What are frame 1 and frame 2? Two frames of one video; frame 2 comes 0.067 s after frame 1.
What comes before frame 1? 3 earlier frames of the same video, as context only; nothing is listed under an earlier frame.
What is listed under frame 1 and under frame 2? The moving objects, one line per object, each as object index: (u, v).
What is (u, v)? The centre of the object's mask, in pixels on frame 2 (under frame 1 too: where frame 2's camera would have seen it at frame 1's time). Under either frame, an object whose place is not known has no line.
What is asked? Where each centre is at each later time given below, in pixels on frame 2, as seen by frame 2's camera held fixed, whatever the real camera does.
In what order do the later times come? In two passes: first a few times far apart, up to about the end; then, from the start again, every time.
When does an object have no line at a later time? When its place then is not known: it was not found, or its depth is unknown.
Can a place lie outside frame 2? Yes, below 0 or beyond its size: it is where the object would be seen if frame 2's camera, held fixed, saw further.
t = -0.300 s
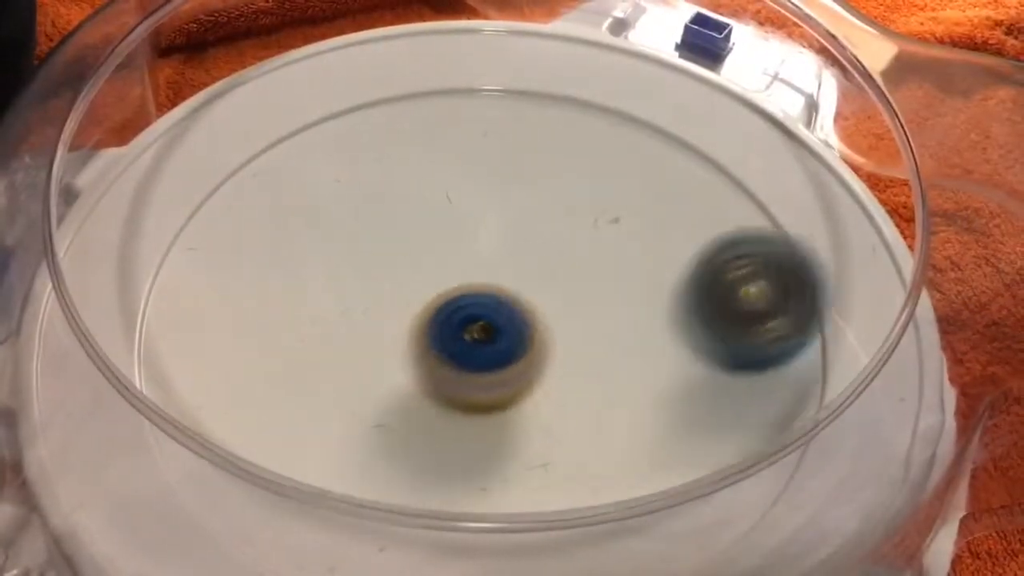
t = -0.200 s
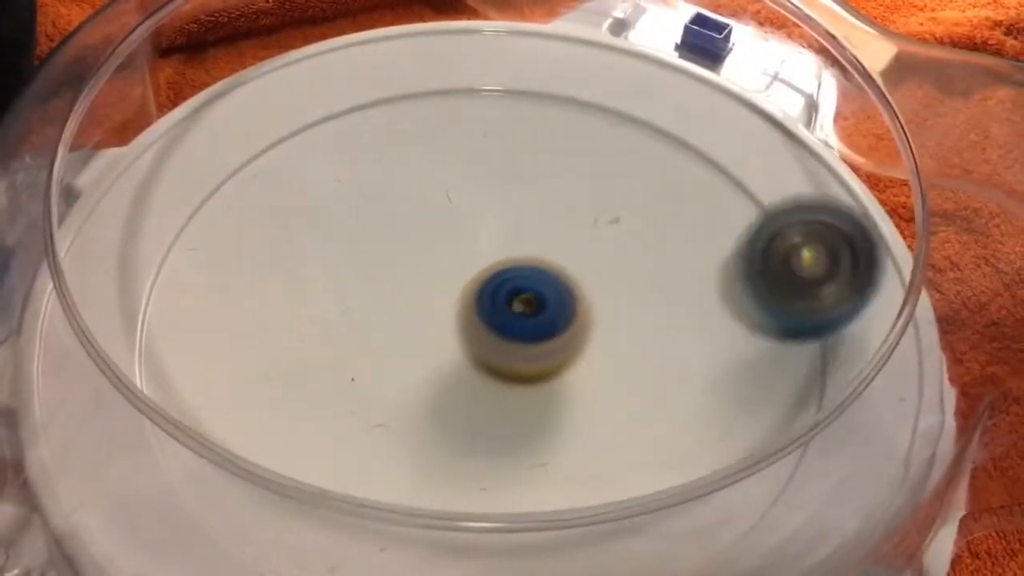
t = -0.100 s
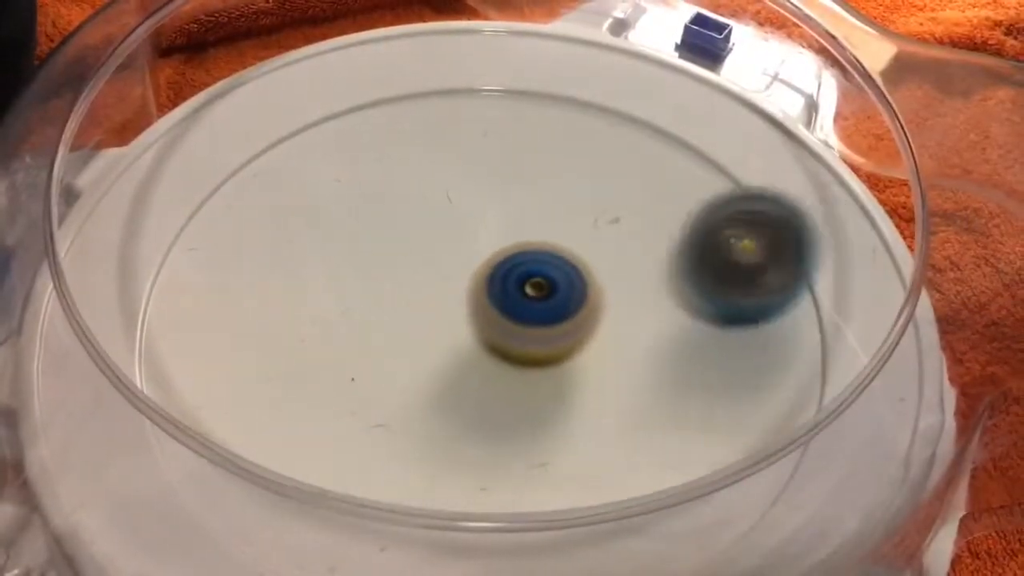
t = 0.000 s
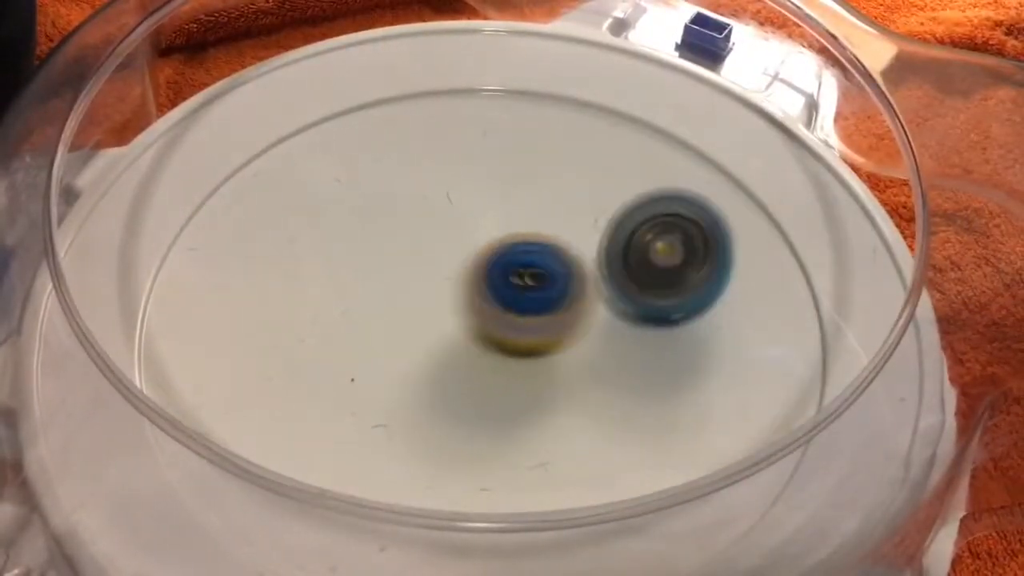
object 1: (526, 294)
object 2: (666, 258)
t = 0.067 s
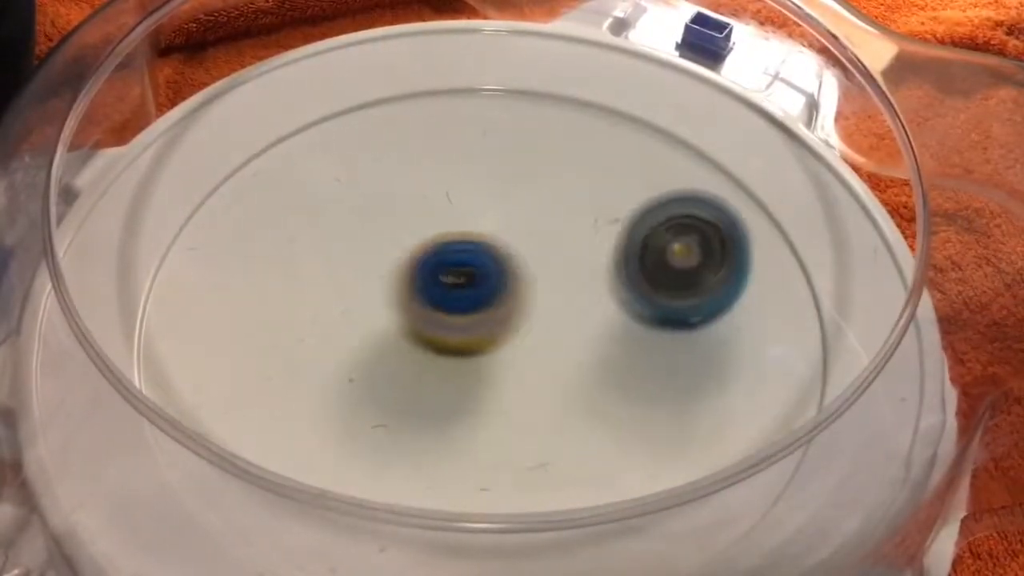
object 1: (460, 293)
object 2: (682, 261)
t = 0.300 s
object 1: (387, 315)
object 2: (726, 325)
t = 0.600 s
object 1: (413, 361)
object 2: (713, 409)
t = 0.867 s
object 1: (459, 370)
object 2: (615, 470)
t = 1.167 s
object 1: (495, 349)
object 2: (458, 495)
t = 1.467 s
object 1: (501, 316)
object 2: (320, 458)
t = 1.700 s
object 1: (491, 295)
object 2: (260, 396)
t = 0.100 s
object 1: (433, 293)
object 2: (690, 267)
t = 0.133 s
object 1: (414, 292)
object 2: (697, 274)
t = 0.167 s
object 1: (401, 293)
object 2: (704, 283)
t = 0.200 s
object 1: (394, 297)
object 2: (710, 293)
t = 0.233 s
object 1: (389, 302)
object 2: (716, 303)
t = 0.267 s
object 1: (387, 309)
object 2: (722, 314)
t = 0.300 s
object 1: (387, 315)
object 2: (726, 325)
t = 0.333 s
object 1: (387, 322)
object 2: (730, 337)
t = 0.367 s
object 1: (388, 328)
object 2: (733, 347)
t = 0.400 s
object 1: (389, 333)
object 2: (735, 358)
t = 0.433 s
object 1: (392, 339)
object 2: (735, 369)
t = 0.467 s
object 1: (395, 344)
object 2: (734, 379)
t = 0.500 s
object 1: (399, 349)
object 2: (731, 388)
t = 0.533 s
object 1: (403, 353)
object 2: (726, 395)
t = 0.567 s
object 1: (408, 357)
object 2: (720, 402)
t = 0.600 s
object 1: (413, 361)
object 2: (713, 409)
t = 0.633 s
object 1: (418, 363)
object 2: (705, 416)
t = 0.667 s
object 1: (424, 366)
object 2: (694, 422)
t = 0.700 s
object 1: (430, 368)
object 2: (683, 428)
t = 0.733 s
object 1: (436, 369)
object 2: (670, 434)
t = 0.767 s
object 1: (442, 370)
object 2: (657, 439)
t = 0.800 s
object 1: (447, 370)
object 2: (643, 444)
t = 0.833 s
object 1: (453, 371)
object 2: (628, 450)
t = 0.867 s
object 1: (459, 370)
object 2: (615, 470)
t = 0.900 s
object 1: (464, 369)
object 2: (599, 475)
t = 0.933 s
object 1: (469, 368)
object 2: (582, 480)
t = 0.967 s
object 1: (473, 366)
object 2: (564, 484)
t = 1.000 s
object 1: (478, 364)
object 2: (547, 488)
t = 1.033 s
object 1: (482, 361)
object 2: (529, 491)
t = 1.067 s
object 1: (486, 359)
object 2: (511, 494)
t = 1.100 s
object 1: (489, 356)
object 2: (494, 495)
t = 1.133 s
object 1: (493, 352)
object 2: (476, 495)
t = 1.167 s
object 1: (495, 349)
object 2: (458, 495)
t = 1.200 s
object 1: (498, 345)
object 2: (441, 494)
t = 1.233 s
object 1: (499, 341)
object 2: (424, 491)
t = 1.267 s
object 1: (501, 337)
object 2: (407, 489)
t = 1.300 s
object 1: (502, 333)
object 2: (392, 486)
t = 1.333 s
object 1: (502, 329)
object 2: (376, 481)
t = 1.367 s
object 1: (502, 326)
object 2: (362, 476)
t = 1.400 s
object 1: (502, 322)
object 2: (347, 471)
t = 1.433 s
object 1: (502, 319)
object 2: (333, 465)
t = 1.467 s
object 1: (501, 316)
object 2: (320, 458)
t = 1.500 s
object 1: (500, 313)
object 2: (308, 450)
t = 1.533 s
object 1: (499, 310)
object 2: (298, 442)
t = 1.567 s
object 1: (497, 307)
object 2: (288, 434)
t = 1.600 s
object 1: (496, 304)
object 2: (280, 425)
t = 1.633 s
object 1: (494, 301)
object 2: (274, 411)
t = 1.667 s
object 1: (493, 298)
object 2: (267, 404)
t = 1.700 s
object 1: (491, 295)
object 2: (260, 396)
